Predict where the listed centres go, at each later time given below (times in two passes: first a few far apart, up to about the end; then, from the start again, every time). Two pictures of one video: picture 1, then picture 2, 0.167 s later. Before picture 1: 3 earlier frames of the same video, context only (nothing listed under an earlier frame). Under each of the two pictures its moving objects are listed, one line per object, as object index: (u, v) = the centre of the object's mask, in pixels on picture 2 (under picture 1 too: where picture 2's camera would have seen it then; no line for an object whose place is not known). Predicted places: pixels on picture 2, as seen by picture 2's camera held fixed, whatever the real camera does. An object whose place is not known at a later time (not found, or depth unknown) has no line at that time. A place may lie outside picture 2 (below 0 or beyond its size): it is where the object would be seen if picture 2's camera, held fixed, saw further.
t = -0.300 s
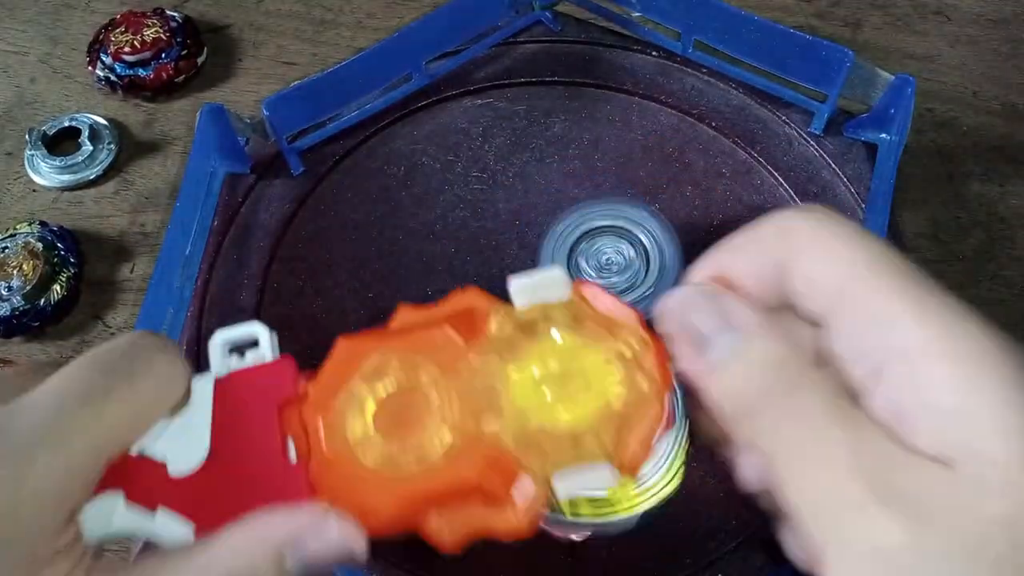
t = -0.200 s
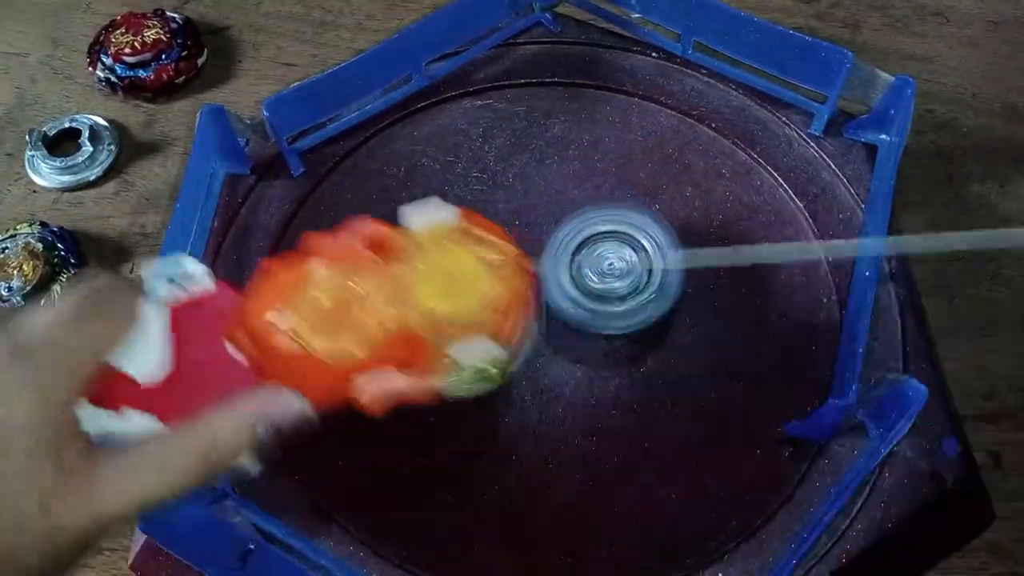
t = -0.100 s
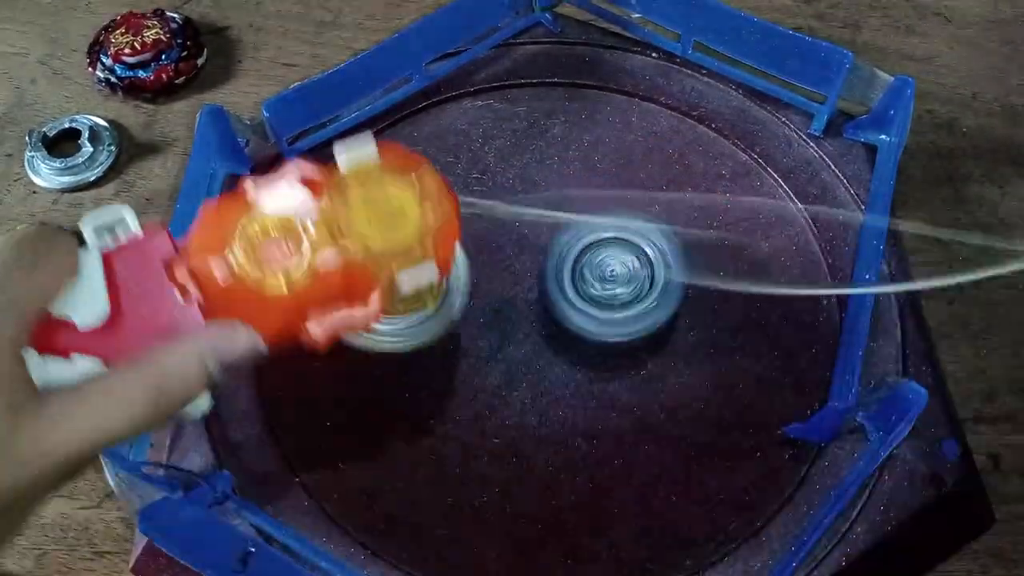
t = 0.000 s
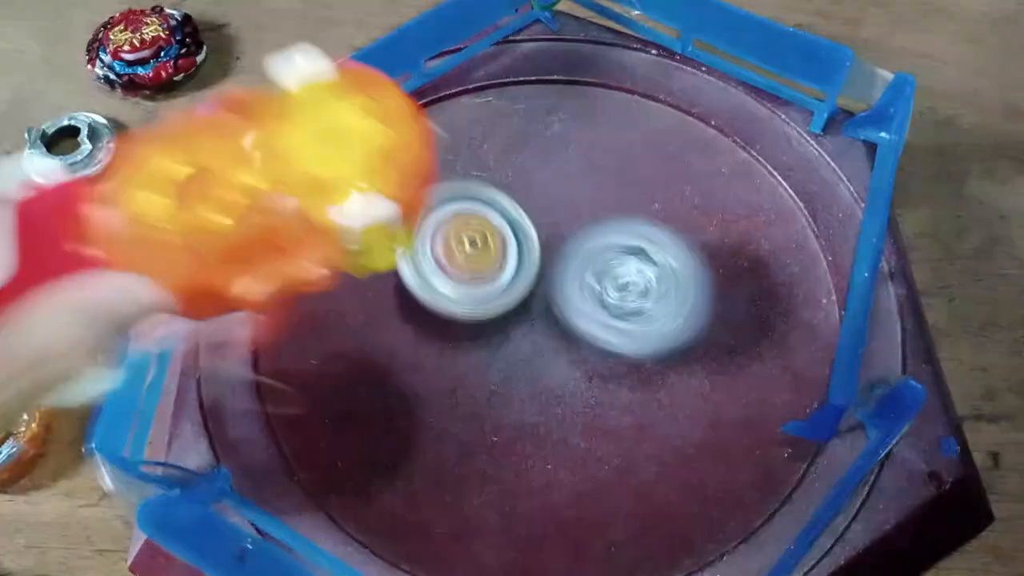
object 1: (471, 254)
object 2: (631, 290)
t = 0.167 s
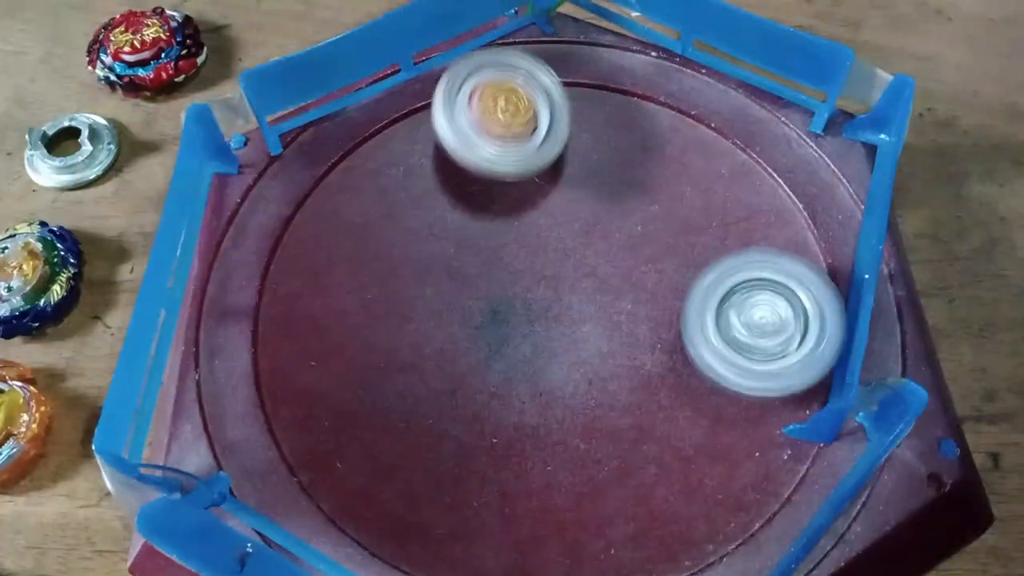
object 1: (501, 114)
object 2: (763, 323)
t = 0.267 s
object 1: (523, 68)
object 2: (736, 313)
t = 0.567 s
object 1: (523, 145)
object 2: (647, 452)
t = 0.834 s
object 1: (579, 175)
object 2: (612, 449)
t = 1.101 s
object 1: (771, 48)
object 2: (396, 441)
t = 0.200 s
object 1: (510, 91)
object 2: (761, 322)
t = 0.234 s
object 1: (517, 75)
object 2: (753, 318)
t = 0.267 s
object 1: (523, 68)
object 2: (736, 313)
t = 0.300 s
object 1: (530, 75)
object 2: (716, 307)
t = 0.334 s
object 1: (537, 95)
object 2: (695, 300)
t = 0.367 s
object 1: (544, 120)
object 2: (674, 295)
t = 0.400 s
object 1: (550, 150)
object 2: (652, 288)
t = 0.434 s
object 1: (554, 177)
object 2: (638, 297)
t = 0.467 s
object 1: (543, 165)
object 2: (644, 343)
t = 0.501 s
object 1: (533, 157)
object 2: (646, 385)
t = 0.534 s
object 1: (527, 149)
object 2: (646, 421)
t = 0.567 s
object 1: (523, 145)
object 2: (647, 452)
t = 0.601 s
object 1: (522, 142)
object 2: (646, 478)
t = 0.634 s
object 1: (524, 143)
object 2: (645, 495)
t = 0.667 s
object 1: (528, 145)
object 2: (642, 500)
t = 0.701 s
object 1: (534, 149)
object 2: (638, 503)
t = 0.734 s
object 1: (543, 154)
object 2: (633, 500)
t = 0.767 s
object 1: (554, 161)
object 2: (626, 491)
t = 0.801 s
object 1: (566, 168)
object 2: (619, 473)
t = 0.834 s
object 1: (579, 175)
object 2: (612, 449)
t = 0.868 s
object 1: (594, 182)
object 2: (604, 424)
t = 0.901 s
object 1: (609, 191)
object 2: (597, 395)
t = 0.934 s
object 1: (624, 199)
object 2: (589, 366)
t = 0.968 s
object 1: (638, 206)
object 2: (582, 340)
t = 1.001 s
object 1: (672, 183)
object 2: (541, 354)
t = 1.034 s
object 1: (714, 137)
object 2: (490, 384)
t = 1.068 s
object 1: (747, 83)
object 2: (440, 413)
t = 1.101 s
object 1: (771, 48)
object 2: (396, 441)
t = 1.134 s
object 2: (365, 459)
